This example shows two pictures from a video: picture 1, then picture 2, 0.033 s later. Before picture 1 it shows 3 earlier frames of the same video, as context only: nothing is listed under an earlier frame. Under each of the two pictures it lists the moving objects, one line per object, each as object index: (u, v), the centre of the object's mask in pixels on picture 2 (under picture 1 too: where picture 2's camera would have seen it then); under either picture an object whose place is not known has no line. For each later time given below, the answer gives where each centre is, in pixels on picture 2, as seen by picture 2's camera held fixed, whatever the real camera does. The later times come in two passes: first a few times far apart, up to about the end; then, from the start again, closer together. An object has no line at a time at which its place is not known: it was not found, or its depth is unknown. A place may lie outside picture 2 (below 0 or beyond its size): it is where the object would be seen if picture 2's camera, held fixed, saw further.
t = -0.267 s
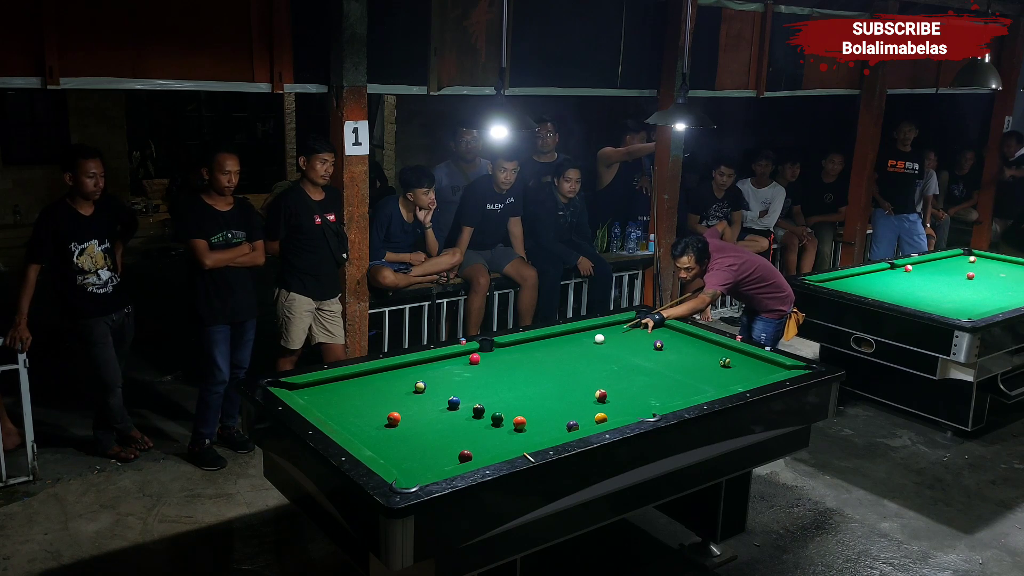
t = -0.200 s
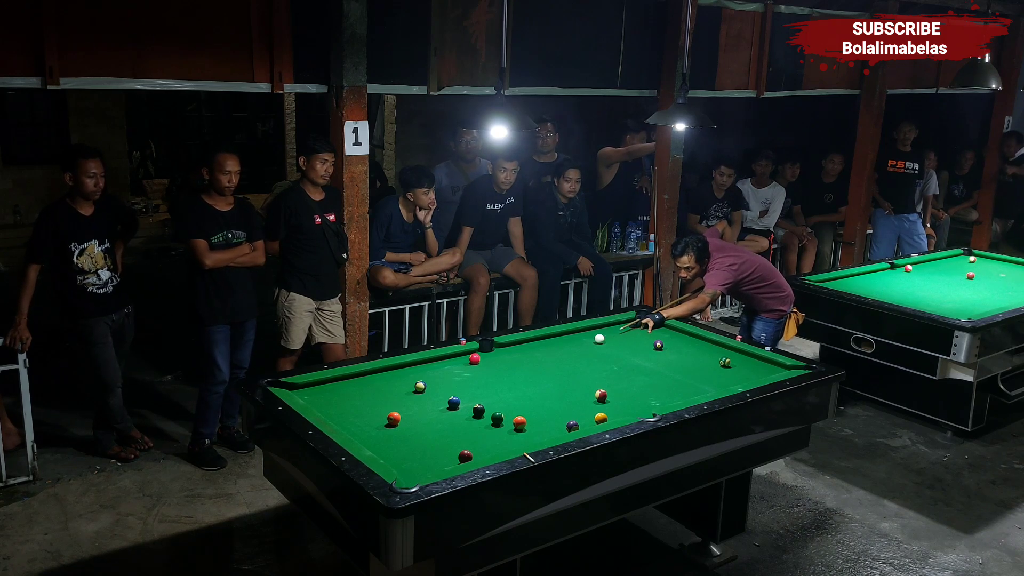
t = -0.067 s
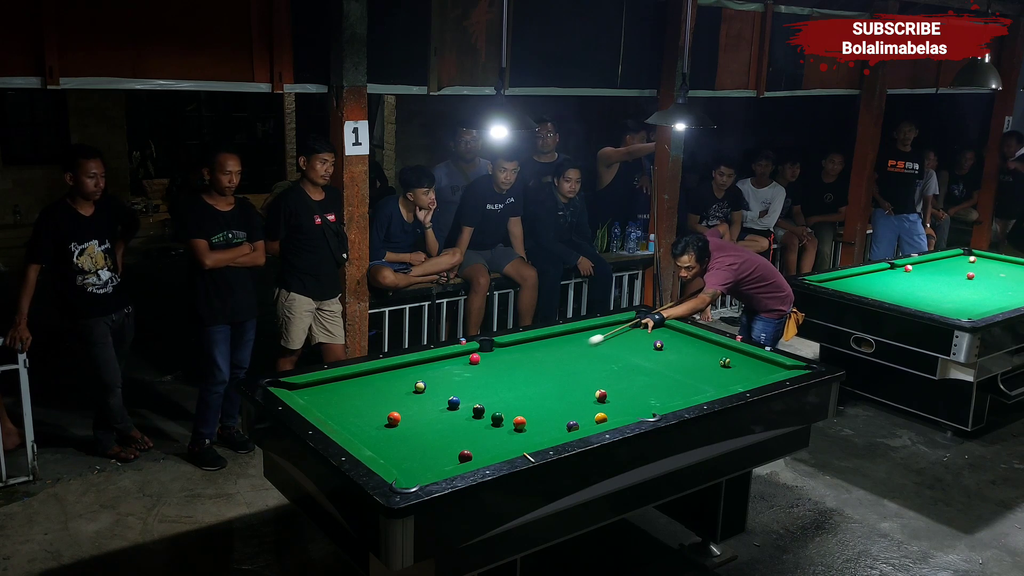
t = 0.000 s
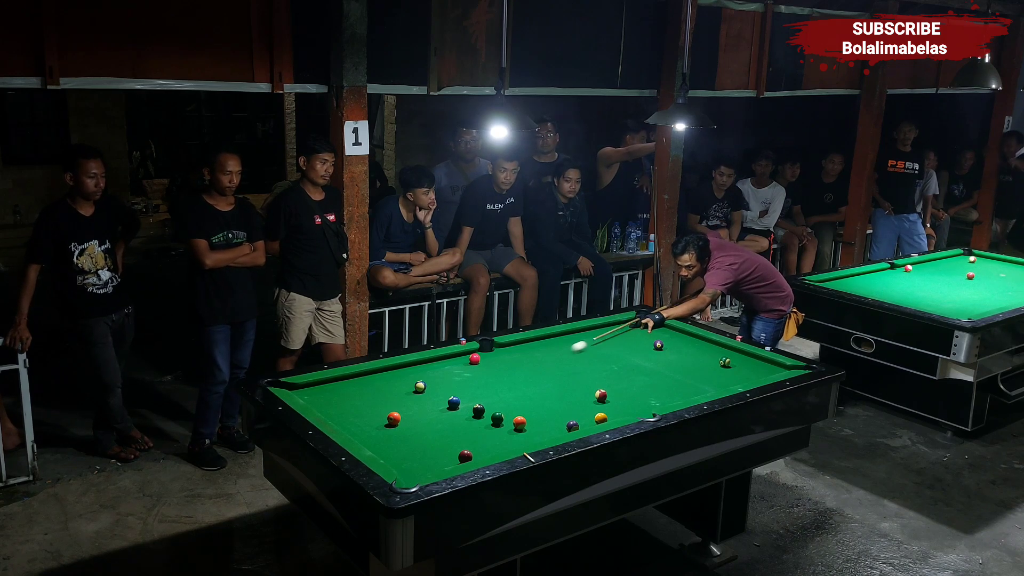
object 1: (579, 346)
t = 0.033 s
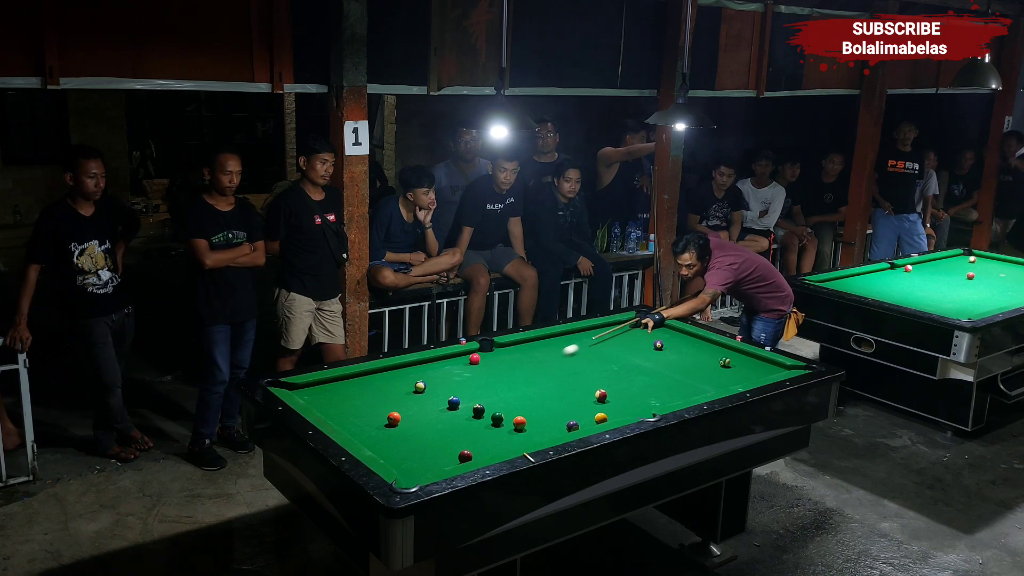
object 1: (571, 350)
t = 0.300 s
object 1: (506, 376)
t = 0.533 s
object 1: (445, 396)
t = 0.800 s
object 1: (389, 401)
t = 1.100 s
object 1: (326, 406)
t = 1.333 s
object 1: (333, 399)
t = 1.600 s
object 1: (359, 389)
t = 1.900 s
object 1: (384, 379)
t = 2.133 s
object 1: (401, 372)
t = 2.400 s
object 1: (418, 365)
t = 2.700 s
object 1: (436, 360)
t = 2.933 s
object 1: (448, 359)
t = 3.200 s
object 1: (460, 358)
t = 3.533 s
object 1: (467, 356)
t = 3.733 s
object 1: (468, 356)
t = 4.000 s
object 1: (469, 355)
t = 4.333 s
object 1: (469, 355)
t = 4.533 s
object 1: (469, 355)
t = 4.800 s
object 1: (469, 355)
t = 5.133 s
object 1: (469, 355)
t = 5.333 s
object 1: (469, 355)
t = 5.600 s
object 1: (469, 355)
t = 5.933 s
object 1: (469, 356)
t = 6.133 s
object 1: (469, 356)
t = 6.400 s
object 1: (469, 356)
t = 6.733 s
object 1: (469, 356)
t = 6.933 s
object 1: (469, 355)
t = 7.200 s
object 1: (469, 355)
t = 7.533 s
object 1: (469, 355)
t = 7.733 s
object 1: (469, 355)
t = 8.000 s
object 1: (469, 355)
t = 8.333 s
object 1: (469, 355)
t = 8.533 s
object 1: (469, 355)
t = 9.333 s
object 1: (469, 355)
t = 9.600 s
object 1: (469, 355)
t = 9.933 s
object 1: (469, 355)
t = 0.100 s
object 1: (555, 356)
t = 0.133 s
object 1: (547, 360)
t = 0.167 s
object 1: (539, 363)
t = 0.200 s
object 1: (531, 366)
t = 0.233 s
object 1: (523, 370)
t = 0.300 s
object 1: (506, 376)
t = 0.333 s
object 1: (497, 380)
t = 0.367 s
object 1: (488, 384)
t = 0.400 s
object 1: (478, 388)
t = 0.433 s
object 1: (469, 392)
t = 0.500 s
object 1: (452, 395)
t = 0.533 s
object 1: (445, 396)
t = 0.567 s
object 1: (438, 397)
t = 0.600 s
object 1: (432, 397)
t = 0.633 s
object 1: (425, 398)
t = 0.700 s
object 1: (410, 399)
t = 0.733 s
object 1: (403, 400)
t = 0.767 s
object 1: (396, 400)
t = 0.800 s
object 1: (389, 401)
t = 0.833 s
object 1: (382, 402)
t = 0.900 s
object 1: (368, 403)
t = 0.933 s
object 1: (360, 403)
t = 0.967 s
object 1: (354, 404)
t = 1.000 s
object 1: (347, 404)
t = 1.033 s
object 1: (340, 405)
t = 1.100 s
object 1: (326, 406)
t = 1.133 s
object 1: (319, 406)
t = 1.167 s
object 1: (315, 405)
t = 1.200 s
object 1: (318, 405)
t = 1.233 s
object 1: (322, 403)
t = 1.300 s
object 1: (329, 400)
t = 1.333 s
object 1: (333, 399)
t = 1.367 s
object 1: (336, 398)
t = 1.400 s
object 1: (340, 396)
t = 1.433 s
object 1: (343, 395)
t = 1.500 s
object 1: (350, 392)
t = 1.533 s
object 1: (353, 391)
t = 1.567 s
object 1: (356, 390)
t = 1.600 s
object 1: (359, 389)
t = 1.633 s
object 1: (362, 388)
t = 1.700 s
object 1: (368, 385)
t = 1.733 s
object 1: (371, 384)
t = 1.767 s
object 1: (374, 383)
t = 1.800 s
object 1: (376, 382)
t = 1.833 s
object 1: (379, 381)
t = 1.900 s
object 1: (384, 379)
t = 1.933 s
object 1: (387, 378)
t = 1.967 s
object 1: (389, 377)
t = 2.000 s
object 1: (392, 376)
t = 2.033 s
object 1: (394, 375)
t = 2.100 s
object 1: (399, 373)
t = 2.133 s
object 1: (401, 372)
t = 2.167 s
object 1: (404, 371)
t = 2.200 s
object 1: (406, 370)
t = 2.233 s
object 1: (408, 369)
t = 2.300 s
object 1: (412, 368)
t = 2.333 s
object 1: (415, 367)
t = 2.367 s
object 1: (417, 366)
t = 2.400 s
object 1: (418, 365)
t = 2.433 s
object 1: (420, 365)
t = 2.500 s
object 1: (424, 363)
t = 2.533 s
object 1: (426, 362)
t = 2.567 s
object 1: (428, 362)
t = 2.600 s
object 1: (430, 361)
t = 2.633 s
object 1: (432, 361)
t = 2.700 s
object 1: (436, 360)
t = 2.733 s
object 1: (437, 360)
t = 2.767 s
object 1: (439, 360)
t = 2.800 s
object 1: (441, 360)
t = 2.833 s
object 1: (443, 360)
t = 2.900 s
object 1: (446, 359)
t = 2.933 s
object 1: (448, 359)
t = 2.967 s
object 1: (450, 359)
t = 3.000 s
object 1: (451, 359)
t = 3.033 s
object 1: (453, 359)
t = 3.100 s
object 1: (456, 358)
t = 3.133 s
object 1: (457, 358)
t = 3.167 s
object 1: (459, 358)
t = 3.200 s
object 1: (460, 358)
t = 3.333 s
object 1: (465, 357)
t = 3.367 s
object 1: (465, 357)
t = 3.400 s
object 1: (466, 357)
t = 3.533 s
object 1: (467, 356)
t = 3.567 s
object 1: (467, 356)
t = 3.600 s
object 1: (467, 356)
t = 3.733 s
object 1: (468, 356)
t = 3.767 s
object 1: (468, 355)
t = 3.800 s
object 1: (468, 355)
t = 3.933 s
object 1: (469, 355)
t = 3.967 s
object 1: (469, 355)
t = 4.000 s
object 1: (469, 355)
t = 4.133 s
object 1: (469, 355)
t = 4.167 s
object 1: (469, 355)
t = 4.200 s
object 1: (469, 355)
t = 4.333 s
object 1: (469, 355)
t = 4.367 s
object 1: (469, 355)
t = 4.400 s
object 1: (469, 355)
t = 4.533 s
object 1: (469, 355)
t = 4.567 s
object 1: (469, 355)
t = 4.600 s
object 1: (469, 355)
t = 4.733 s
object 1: (469, 355)
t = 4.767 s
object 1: (469, 355)
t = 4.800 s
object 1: (469, 355)
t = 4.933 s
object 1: (469, 355)
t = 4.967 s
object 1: (469, 355)
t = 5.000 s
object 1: (469, 355)
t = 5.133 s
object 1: (469, 355)
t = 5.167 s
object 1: (469, 355)
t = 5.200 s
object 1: (469, 355)
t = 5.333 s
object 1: (469, 355)
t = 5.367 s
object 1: (469, 355)
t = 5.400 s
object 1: (469, 355)
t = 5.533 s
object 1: (469, 356)
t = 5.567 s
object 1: (469, 355)
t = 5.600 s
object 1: (469, 355)
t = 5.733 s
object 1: (469, 356)
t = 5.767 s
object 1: (469, 355)
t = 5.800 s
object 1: (469, 356)
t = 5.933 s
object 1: (469, 356)
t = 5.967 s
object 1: (469, 356)
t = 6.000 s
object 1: (469, 356)
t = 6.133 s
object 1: (469, 356)
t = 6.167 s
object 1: (469, 356)
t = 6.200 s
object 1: (469, 356)
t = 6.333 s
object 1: (469, 356)
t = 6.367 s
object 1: (469, 356)
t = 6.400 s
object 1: (469, 356)
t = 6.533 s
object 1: (469, 356)
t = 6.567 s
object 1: (469, 356)
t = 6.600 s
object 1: (469, 356)
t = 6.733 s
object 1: (469, 356)
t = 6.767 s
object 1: (469, 355)
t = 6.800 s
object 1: (469, 355)
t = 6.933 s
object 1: (469, 355)
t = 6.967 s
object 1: (469, 355)
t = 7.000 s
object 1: (469, 355)
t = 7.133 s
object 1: (469, 355)
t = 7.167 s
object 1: (469, 355)
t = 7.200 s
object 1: (469, 355)
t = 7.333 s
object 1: (469, 355)
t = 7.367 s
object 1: (469, 355)
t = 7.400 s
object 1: (469, 355)
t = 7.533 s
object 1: (469, 355)
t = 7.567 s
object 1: (469, 355)
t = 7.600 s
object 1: (469, 355)
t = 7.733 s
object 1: (469, 355)
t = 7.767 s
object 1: (469, 355)
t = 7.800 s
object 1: (469, 355)
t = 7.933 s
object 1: (469, 355)
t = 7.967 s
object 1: (469, 355)
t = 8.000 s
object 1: (469, 355)
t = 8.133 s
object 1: (469, 355)
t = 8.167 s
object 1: (469, 355)
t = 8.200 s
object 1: (469, 355)
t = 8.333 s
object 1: (469, 355)
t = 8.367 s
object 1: (469, 355)
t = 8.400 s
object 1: (469, 355)
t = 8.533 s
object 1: (469, 355)
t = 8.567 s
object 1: (469, 355)
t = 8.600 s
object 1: (469, 355)
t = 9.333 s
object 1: (469, 355)
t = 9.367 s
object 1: (469, 355)
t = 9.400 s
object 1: (469, 355)
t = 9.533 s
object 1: (469, 355)
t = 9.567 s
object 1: (469, 355)
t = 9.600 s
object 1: (469, 355)
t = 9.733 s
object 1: (469, 355)
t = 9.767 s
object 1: (469, 355)
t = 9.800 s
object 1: (469, 355)
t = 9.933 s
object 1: (469, 355)
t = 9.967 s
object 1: (469, 355)
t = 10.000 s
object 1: (469, 355)
